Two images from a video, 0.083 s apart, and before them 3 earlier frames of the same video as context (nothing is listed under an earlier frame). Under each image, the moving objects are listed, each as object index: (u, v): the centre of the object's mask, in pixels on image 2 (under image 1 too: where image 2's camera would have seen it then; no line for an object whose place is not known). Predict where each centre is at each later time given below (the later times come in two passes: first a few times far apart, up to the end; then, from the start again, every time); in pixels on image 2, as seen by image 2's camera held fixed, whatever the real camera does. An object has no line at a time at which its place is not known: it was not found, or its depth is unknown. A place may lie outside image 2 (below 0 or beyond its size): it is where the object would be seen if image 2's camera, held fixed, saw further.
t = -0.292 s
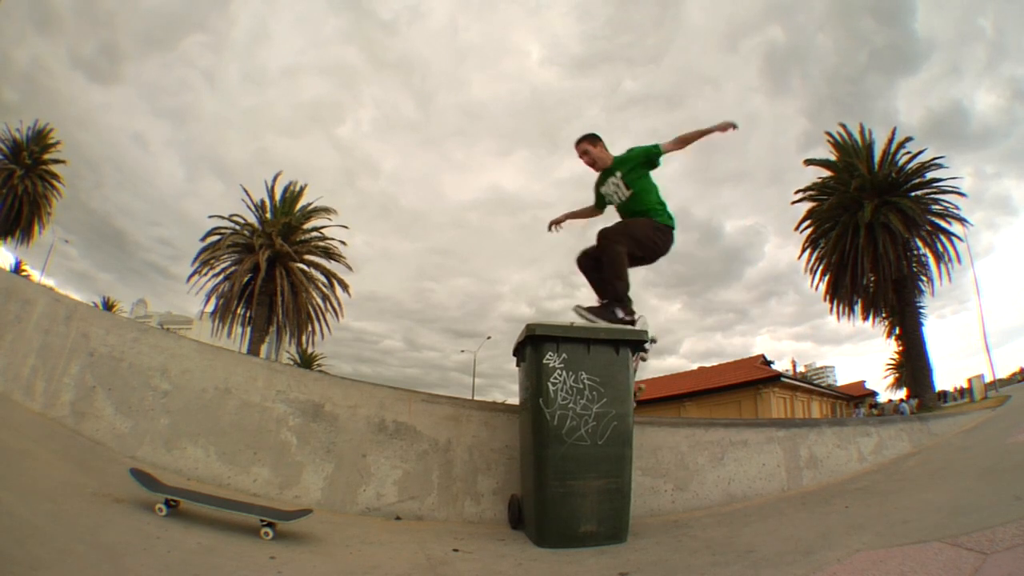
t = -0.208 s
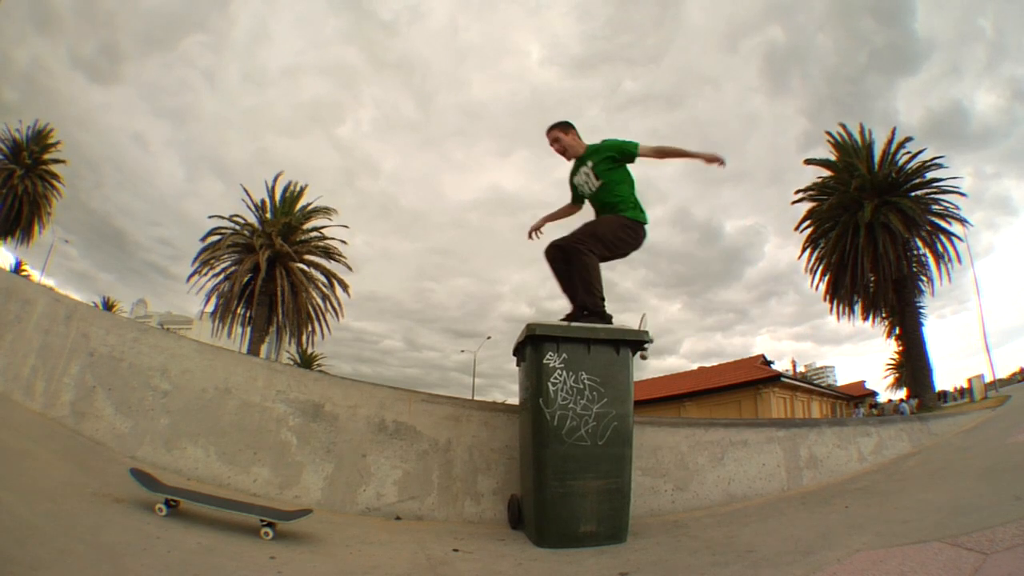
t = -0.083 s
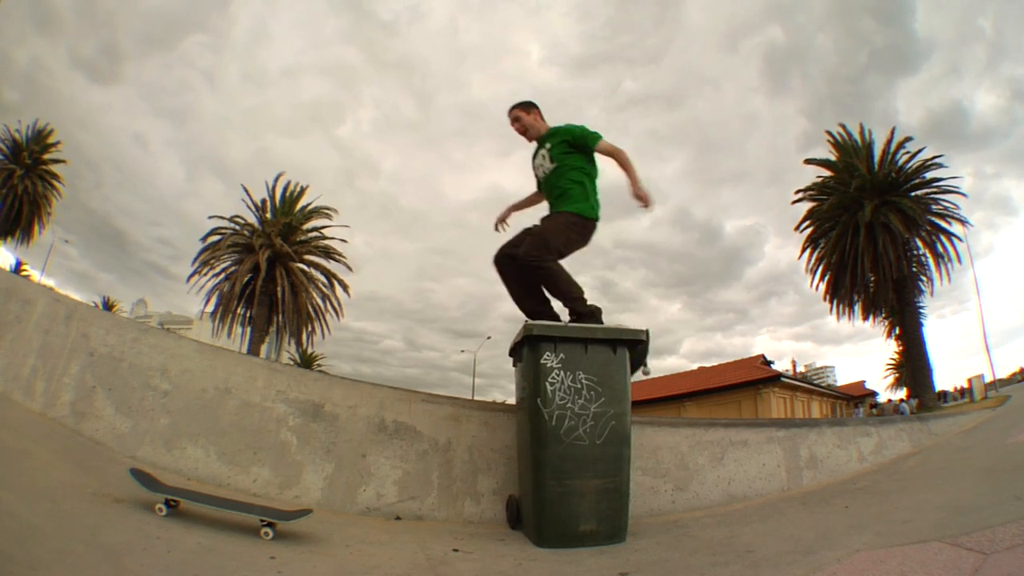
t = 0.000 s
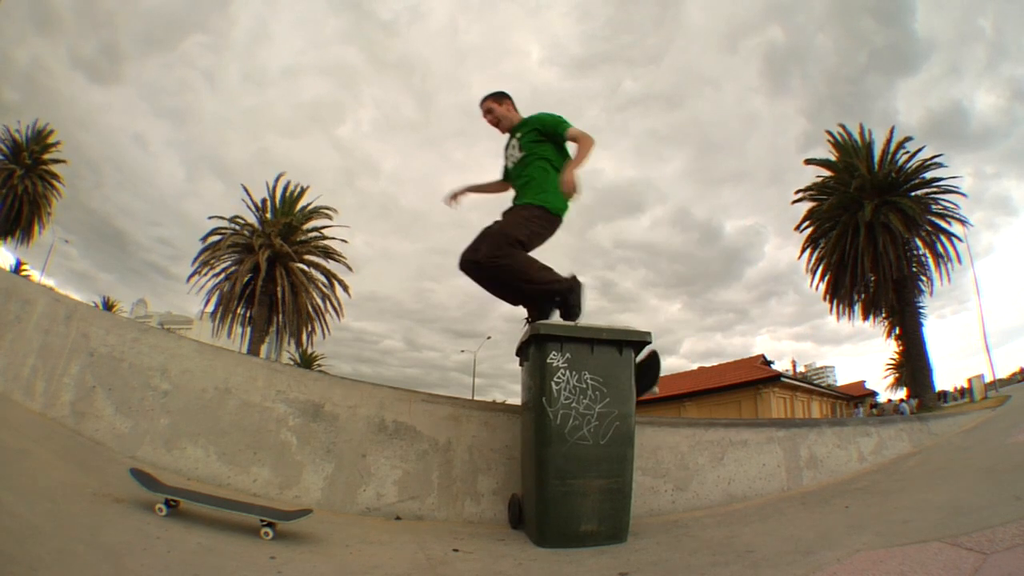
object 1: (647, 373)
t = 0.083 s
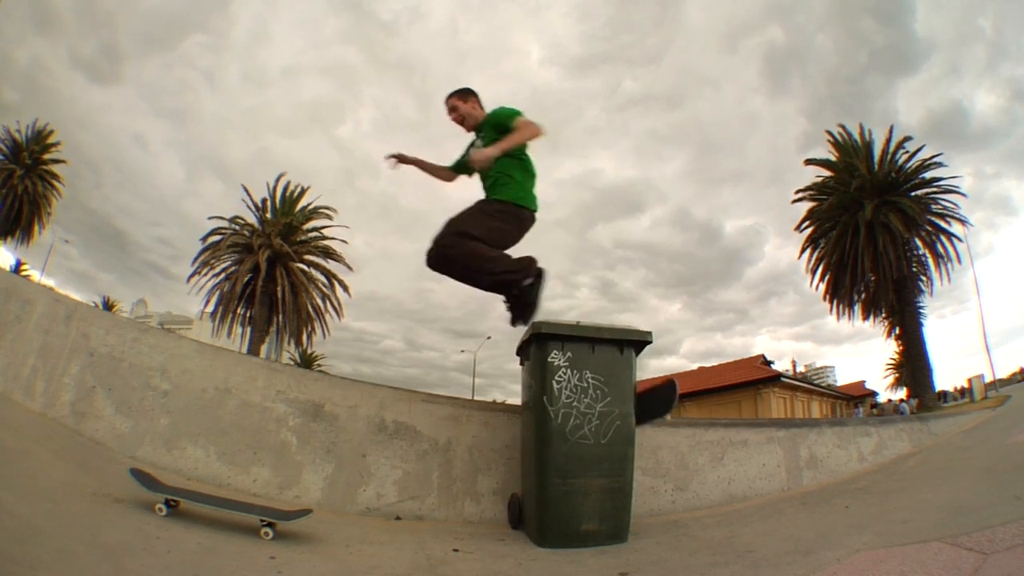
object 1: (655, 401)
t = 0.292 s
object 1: (674, 496)
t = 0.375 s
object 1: (686, 504)
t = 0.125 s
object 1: (659, 416)
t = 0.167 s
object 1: (663, 436)
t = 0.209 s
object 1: (667, 454)
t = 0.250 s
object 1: (670, 474)
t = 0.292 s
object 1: (674, 496)
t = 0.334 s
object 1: (680, 503)
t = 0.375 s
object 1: (686, 504)
